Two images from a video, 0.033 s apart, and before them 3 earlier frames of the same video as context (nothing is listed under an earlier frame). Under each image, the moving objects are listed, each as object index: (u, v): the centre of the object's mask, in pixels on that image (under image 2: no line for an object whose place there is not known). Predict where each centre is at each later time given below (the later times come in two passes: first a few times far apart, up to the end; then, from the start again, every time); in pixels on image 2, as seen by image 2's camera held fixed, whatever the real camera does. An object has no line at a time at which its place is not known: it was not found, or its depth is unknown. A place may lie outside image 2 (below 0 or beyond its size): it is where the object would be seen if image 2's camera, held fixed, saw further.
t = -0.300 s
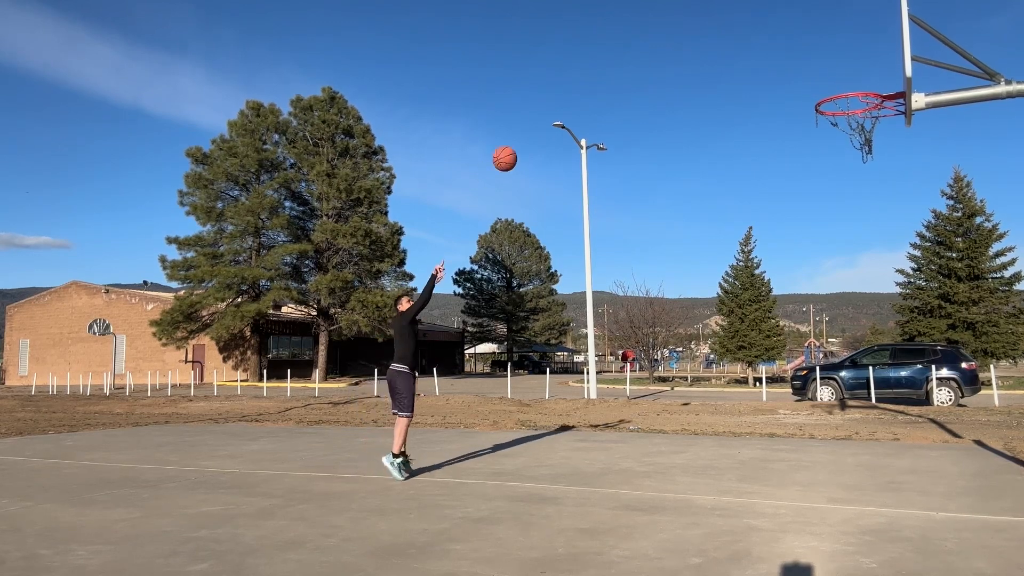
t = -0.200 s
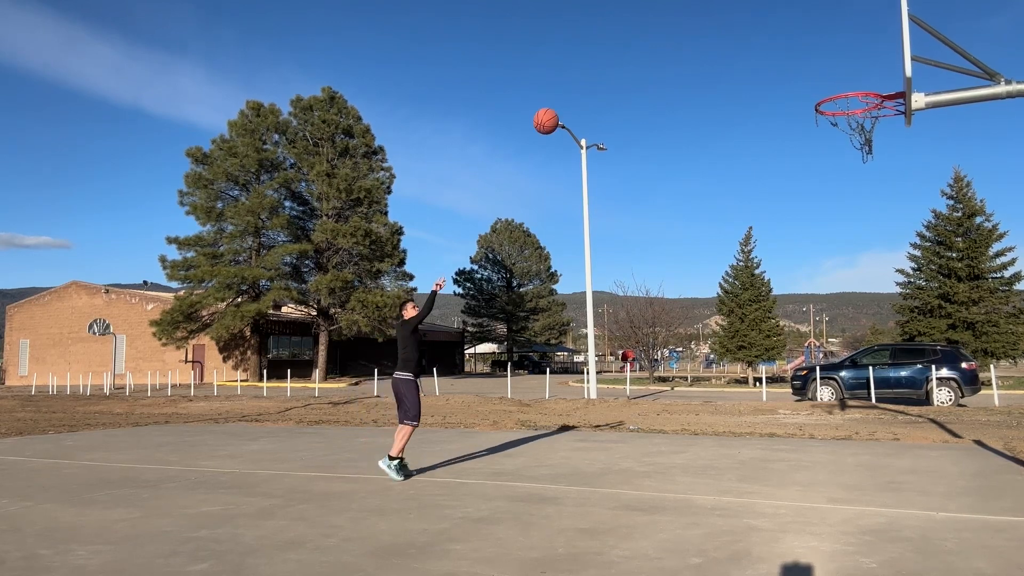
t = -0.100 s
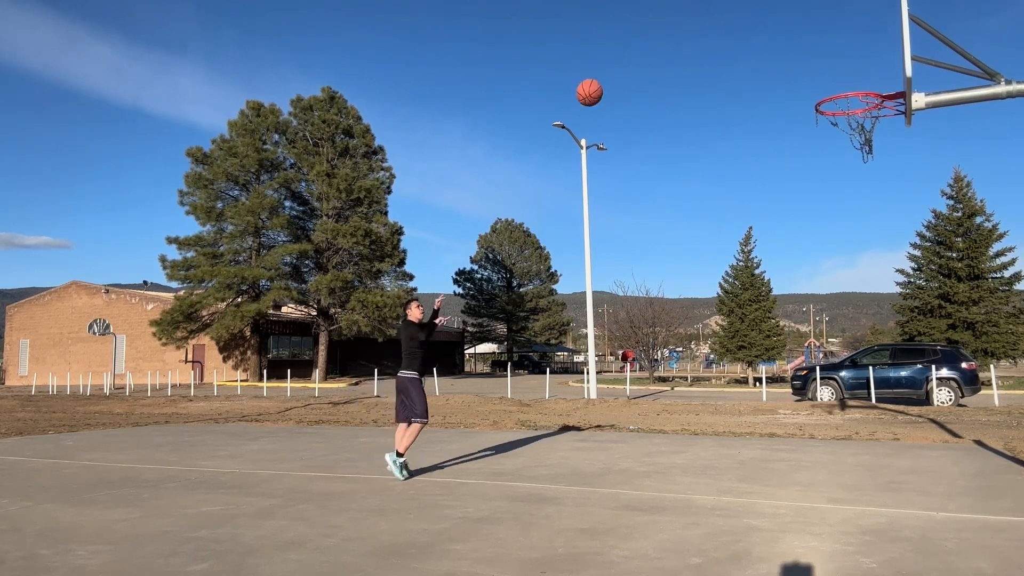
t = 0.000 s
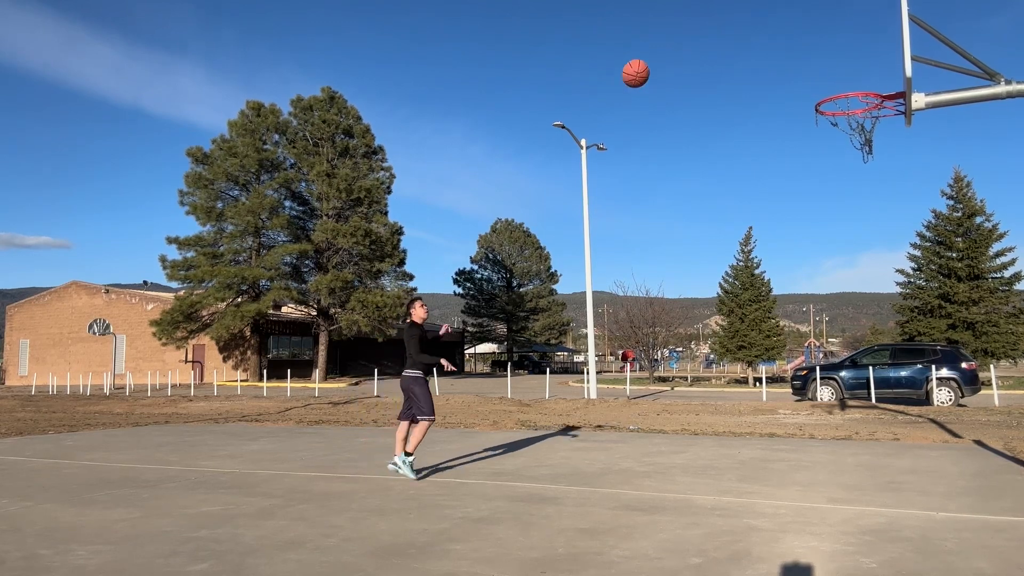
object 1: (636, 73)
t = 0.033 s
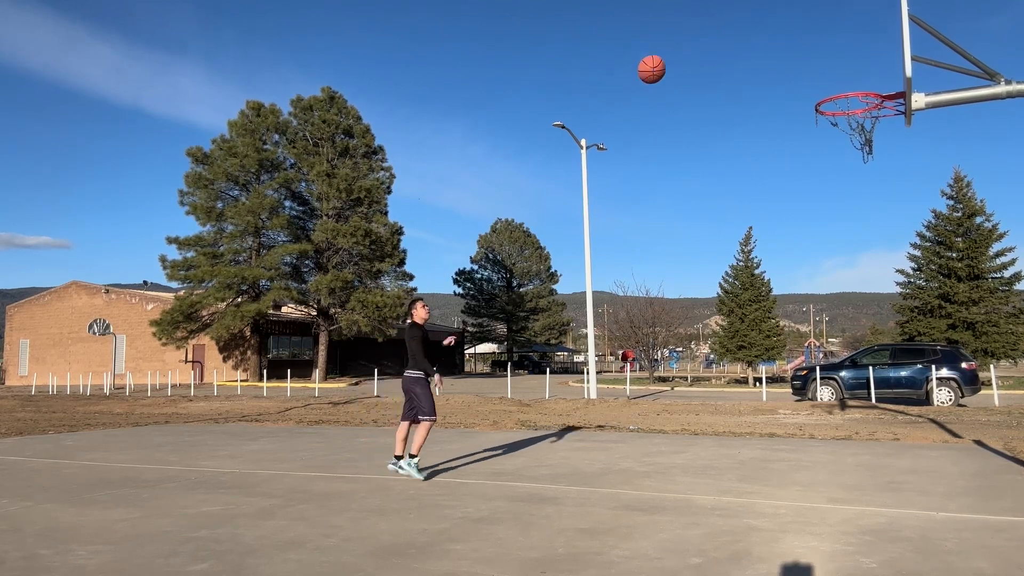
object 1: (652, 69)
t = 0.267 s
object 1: (774, 75)
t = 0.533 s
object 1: (863, 131)
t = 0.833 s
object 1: (845, 235)
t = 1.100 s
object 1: (838, 430)
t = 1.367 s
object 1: (798, 361)
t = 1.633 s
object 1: (755, 257)
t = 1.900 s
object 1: (719, 248)
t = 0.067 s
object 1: (668, 66)
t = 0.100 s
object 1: (684, 65)
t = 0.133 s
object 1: (702, 64)
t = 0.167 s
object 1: (719, 65)
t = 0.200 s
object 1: (736, 67)
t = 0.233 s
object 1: (755, 70)
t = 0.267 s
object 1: (774, 75)
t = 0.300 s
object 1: (793, 81)
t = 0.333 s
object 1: (812, 88)
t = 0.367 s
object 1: (831, 97)
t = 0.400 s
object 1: (850, 109)
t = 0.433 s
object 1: (866, 116)
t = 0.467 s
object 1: (867, 122)
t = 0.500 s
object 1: (865, 126)
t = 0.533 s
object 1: (863, 131)
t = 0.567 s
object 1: (858, 139)
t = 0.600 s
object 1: (858, 145)
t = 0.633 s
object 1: (856, 153)
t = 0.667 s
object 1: (854, 163)
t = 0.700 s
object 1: (852, 175)
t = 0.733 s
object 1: (850, 188)
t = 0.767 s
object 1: (848, 202)
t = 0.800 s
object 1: (846, 218)
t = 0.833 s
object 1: (845, 235)
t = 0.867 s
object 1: (843, 254)
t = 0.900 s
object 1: (842, 275)
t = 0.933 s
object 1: (840, 297)
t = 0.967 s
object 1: (840, 320)
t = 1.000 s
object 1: (839, 345)
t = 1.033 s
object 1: (839, 372)
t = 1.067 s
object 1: (838, 400)
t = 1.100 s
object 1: (838, 430)
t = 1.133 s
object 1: (838, 462)
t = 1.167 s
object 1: (837, 496)
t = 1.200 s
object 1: (831, 480)
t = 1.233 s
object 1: (824, 453)
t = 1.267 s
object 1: (818, 427)
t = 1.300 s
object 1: (811, 404)
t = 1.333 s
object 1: (804, 382)
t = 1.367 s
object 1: (798, 361)
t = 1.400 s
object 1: (792, 343)
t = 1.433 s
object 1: (786, 326)
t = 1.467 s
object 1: (781, 310)
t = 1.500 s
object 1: (776, 297)
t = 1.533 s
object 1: (770, 285)
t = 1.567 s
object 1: (765, 274)
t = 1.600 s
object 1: (760, 265)
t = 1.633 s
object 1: (755, 257)
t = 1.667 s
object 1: (750, 251)
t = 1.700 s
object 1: (745, 246)
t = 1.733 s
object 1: (741, 243)
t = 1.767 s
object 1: (736, 241)
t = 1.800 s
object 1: (732, 240)
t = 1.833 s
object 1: (727, 242)
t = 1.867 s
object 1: (723, 244)
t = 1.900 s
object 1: (719, 248)
